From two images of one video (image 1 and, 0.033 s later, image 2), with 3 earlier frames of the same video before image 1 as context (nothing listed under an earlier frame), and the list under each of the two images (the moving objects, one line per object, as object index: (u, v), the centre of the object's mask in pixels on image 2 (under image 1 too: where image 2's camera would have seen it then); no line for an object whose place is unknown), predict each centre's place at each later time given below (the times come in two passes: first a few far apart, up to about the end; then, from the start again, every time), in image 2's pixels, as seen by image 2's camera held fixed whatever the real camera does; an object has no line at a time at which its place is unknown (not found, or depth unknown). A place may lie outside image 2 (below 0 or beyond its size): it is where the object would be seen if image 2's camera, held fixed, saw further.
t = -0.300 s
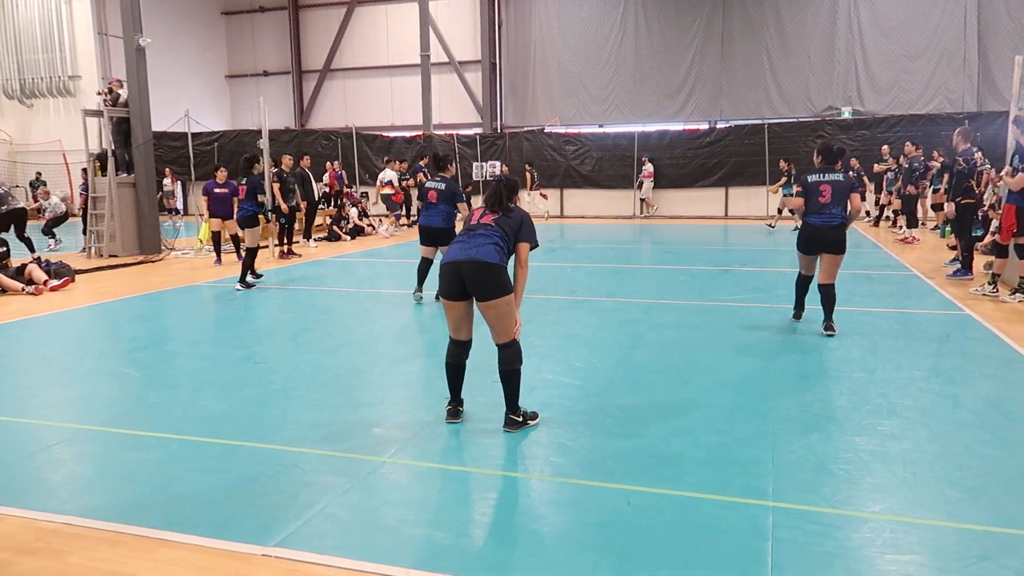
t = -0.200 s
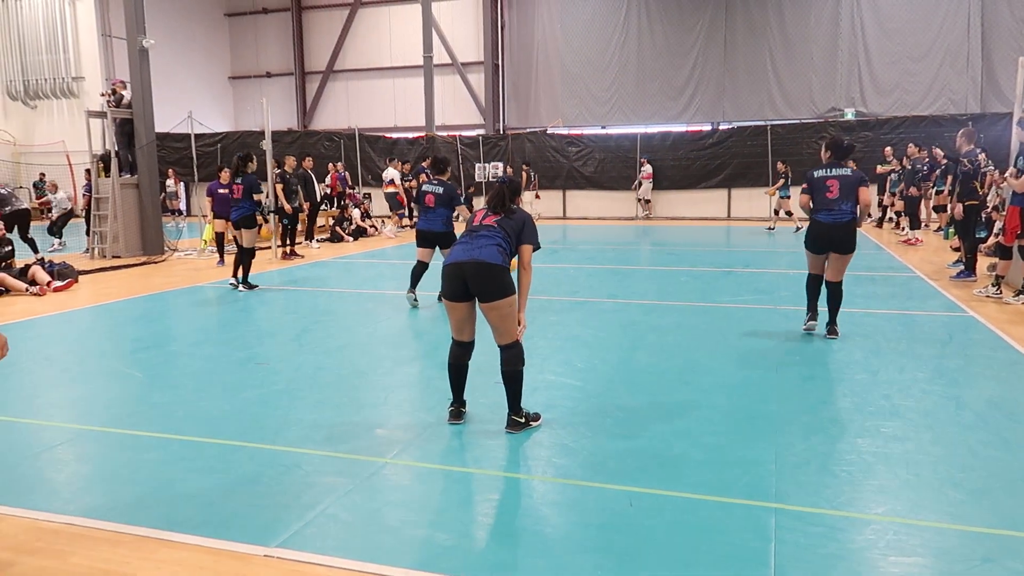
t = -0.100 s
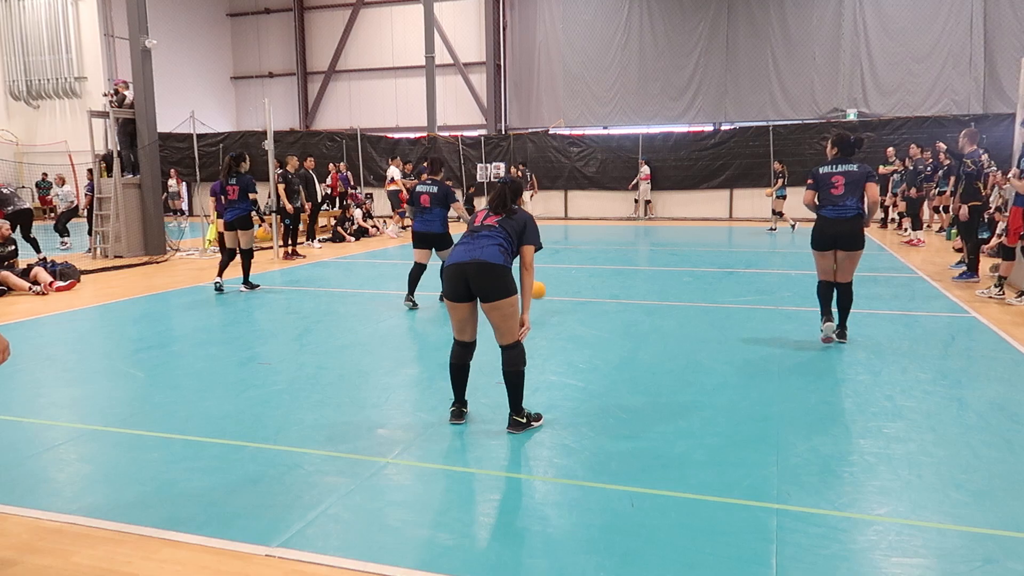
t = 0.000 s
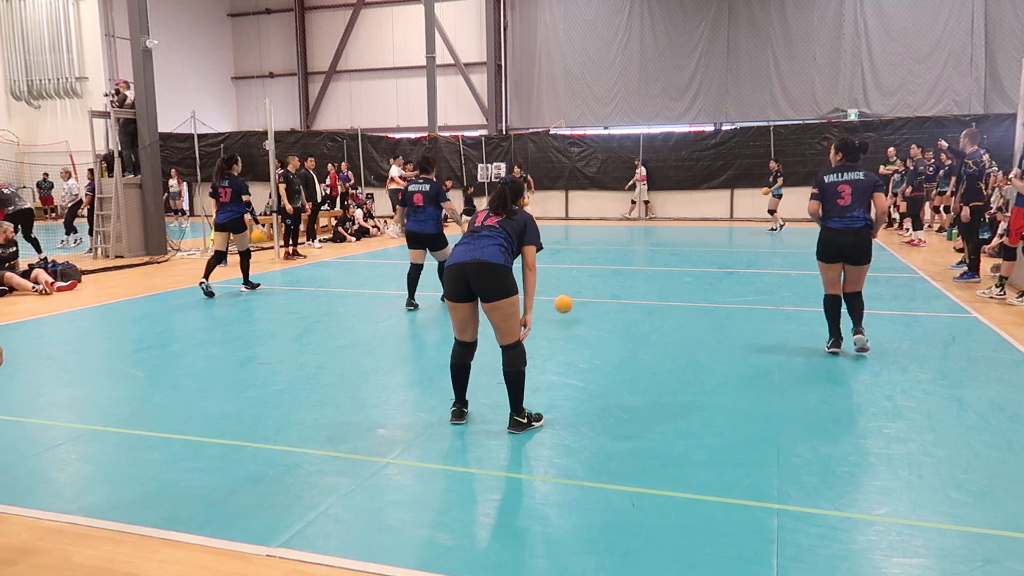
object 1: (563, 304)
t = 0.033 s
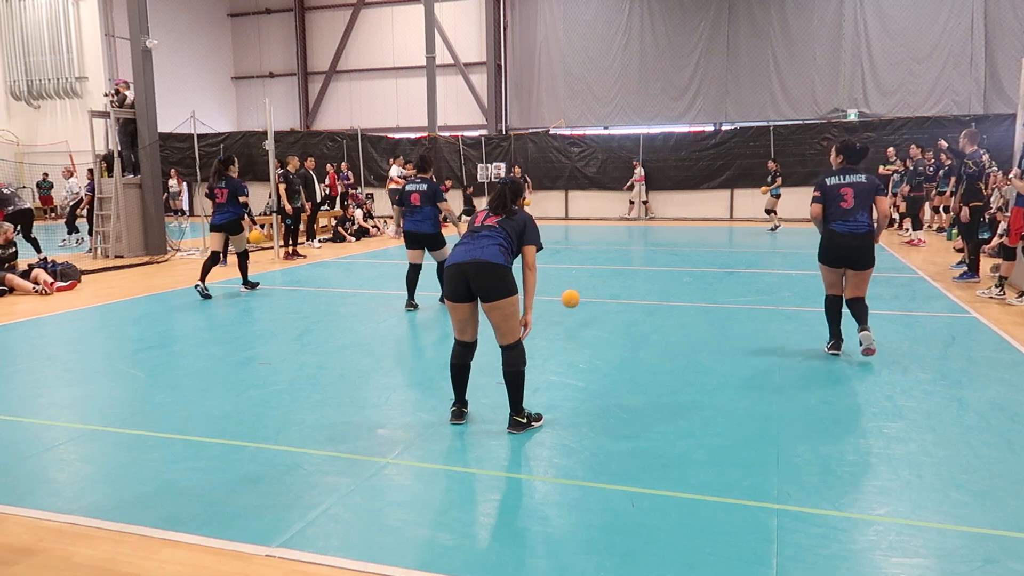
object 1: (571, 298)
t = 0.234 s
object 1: (617, 290)
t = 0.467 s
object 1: (676, 330)
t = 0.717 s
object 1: (746, 333)
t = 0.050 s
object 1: (574, 296)
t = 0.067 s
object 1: (578, 294)
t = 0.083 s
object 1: (581, 293)
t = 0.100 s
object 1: (585, 291)
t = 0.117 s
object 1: (589, 290)
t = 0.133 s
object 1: (593, 289)
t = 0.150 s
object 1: (597, 289)
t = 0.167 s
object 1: (601, 288)
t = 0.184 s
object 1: (604, 288)
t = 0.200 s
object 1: (609, 289)
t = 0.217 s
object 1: (613, 289)
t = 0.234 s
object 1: (617, 290)
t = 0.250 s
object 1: (621, 291)
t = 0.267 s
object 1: (625, 293)
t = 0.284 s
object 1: (629, 295)
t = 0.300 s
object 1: (633, 297)
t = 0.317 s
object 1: (637, 299)
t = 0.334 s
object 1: (642, 302)
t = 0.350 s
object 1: (646, 306)
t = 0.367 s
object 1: (650, 309)
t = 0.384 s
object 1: (654, 313)
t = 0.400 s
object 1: (658, 317)
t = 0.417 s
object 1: (663, 322)
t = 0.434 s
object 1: (667, 327)
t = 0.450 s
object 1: (672, 331)
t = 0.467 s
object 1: (676, 330)
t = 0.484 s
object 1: (681, 328)
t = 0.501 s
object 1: (685, 326)
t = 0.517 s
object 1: (689, 324)
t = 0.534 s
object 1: (694, 323)
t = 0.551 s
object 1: (698, 323)
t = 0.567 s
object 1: (703, 322)
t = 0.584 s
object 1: (708, 322)
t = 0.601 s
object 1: (712, 322)
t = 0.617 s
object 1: (717, 323)
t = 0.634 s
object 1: (722, 323)
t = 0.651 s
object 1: (726, 325)
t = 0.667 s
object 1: (731, 326)
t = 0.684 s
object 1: (736, 328)
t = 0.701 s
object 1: (741, 330)
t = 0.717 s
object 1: (746, 333)
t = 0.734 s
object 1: (751, 336)
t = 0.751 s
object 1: (756, 339)
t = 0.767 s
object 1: (761, 344)
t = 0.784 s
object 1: (765, 348)
